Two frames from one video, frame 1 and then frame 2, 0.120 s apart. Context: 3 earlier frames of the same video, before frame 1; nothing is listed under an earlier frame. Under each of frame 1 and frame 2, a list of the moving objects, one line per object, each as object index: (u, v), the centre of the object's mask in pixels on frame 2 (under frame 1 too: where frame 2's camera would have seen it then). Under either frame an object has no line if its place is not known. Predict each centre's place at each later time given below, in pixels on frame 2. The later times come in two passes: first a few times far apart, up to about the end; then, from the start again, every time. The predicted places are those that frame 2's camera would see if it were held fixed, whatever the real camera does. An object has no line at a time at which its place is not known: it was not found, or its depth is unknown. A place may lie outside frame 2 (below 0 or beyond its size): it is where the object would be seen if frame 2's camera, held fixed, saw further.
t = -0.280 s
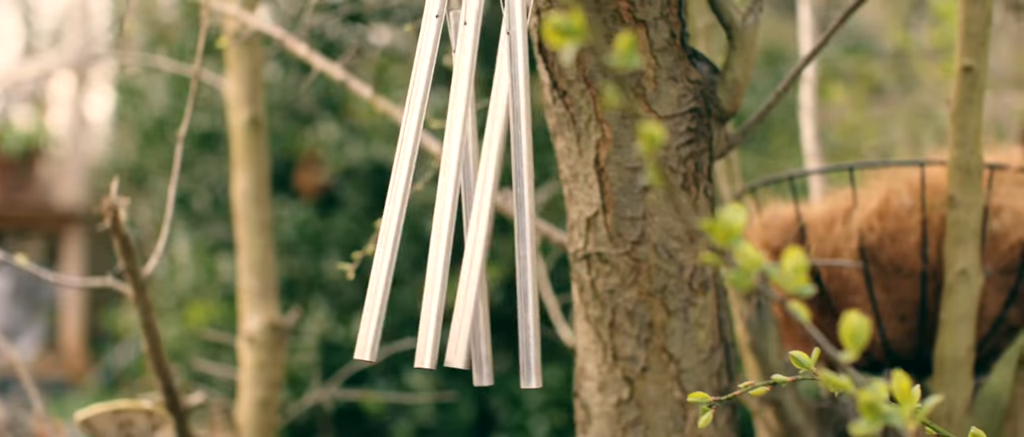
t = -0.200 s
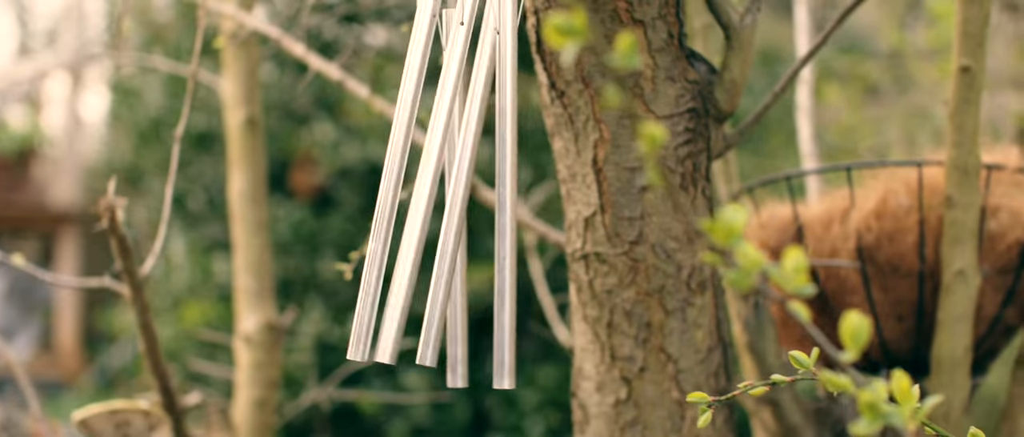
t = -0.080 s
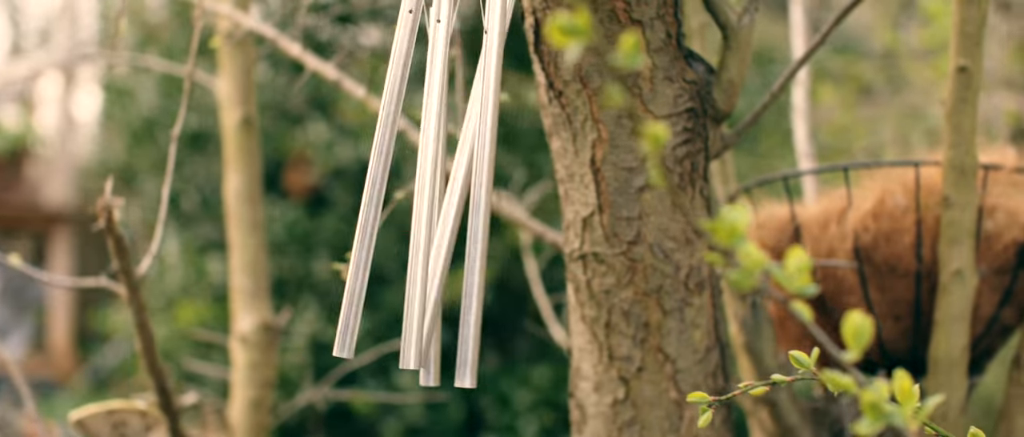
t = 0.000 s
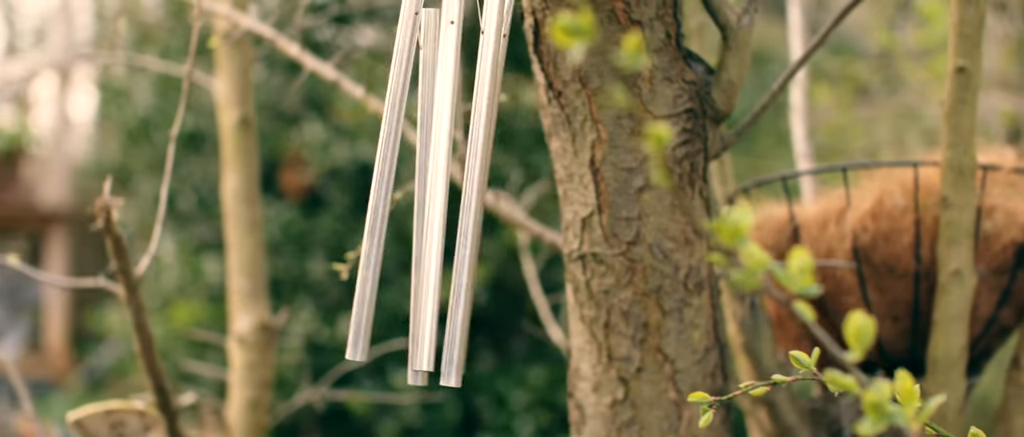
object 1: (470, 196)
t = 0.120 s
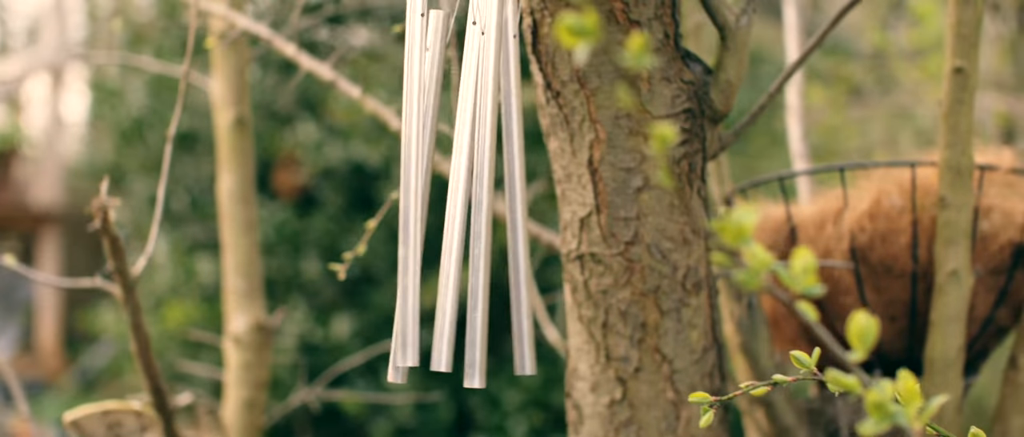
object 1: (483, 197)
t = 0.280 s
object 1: (520, 193)
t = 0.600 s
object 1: (554, 192)
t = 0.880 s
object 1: (512, 196)
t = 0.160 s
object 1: (491, 196)
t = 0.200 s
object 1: (501, 194)
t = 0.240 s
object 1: (511, 194)
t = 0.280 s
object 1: (520, 193)
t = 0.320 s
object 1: (528, 194)
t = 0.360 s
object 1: (535, 195)
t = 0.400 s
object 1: (541, 194)
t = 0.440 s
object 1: (546, 193)
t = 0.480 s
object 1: (550, 191)
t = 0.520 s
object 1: (553, 190)
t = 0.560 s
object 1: (555, 191)
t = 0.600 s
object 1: (554, 192)
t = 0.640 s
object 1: (552, 193)
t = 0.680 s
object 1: (548, 187)
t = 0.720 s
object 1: (543, 190)
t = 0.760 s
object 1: (536, 196)
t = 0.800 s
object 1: (528, 201)
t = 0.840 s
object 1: (520, 192)
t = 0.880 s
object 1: (512, 196)
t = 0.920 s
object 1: (504, 208)
